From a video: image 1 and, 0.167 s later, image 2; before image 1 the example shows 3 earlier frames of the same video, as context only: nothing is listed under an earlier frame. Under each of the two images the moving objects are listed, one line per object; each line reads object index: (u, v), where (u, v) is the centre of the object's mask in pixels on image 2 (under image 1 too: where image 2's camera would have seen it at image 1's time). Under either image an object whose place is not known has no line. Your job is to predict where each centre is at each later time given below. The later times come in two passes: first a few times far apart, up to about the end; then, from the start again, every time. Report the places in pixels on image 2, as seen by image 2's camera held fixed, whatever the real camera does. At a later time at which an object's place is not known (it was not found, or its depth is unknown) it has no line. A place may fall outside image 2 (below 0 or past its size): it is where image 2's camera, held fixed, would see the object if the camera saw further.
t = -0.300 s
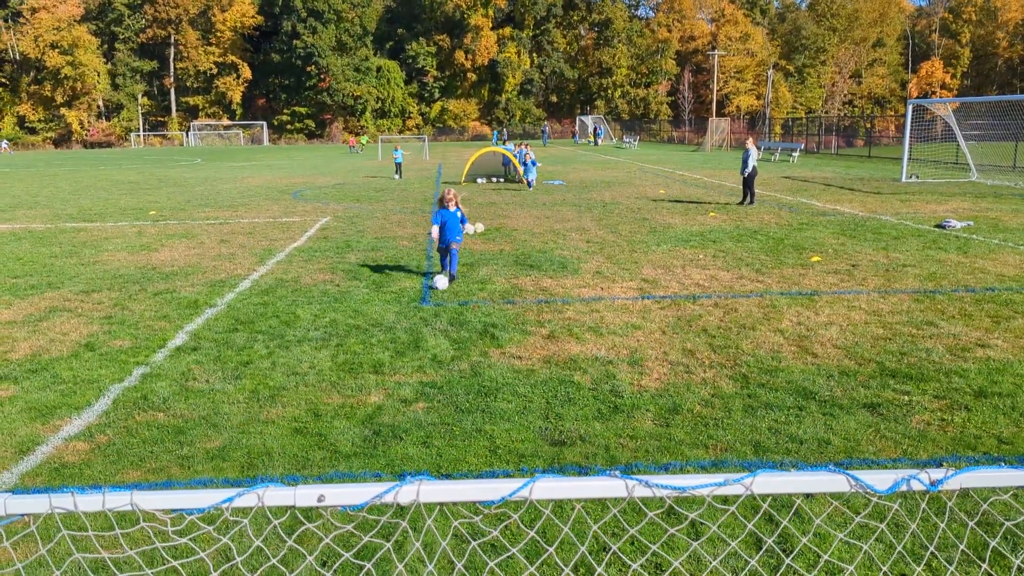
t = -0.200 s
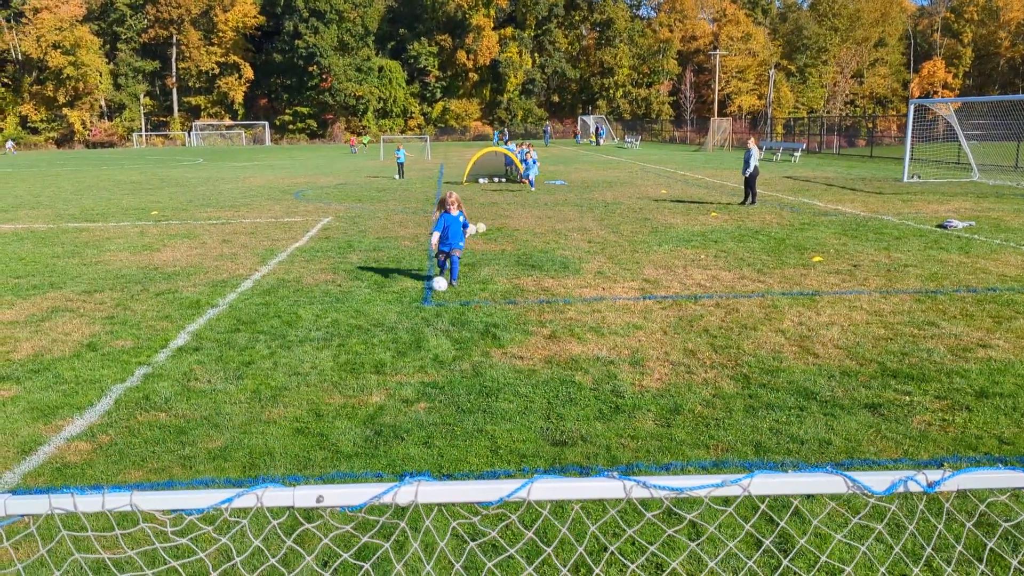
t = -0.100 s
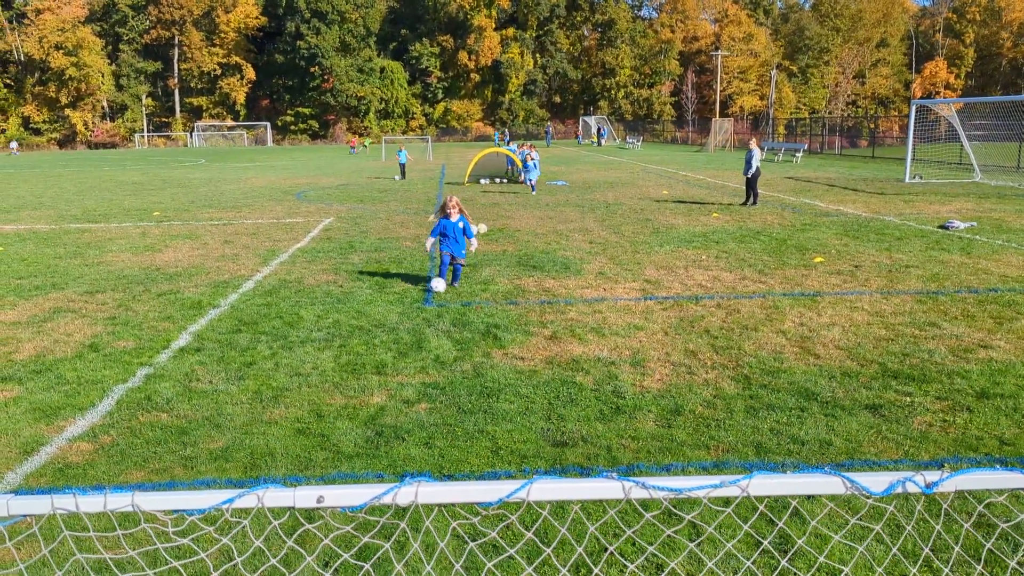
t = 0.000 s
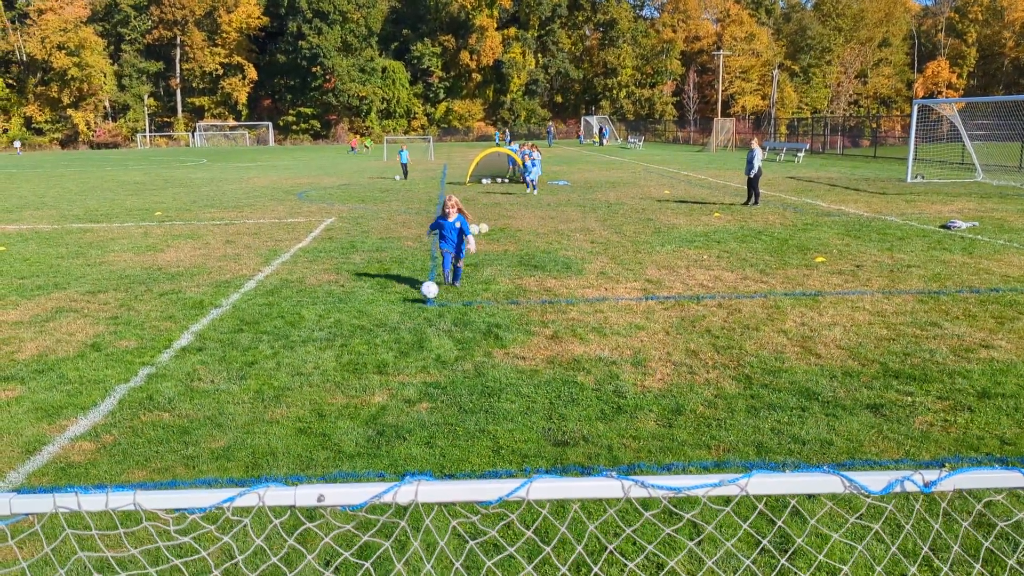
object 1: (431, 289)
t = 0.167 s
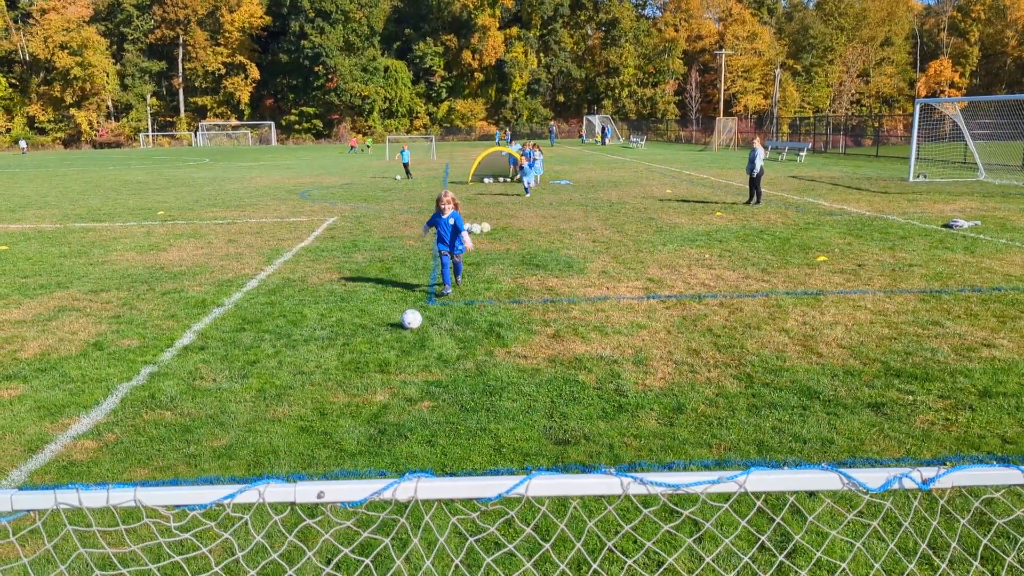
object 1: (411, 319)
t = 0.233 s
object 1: (403, 330)
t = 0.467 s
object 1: (375, 368)
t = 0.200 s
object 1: (407, 328)
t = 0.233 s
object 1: (403, 330)
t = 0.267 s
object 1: (400, 332)
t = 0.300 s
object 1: (396, 334)
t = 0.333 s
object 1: (392, 337)
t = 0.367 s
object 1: (388, 342)
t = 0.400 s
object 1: (384, 349)
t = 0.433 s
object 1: (380, 358)
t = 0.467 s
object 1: (375, 368)
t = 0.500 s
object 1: (371, 377)
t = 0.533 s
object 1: (368, 379)
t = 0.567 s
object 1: (364, 381)
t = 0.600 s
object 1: (361, 385)
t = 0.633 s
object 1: (357, 390)
